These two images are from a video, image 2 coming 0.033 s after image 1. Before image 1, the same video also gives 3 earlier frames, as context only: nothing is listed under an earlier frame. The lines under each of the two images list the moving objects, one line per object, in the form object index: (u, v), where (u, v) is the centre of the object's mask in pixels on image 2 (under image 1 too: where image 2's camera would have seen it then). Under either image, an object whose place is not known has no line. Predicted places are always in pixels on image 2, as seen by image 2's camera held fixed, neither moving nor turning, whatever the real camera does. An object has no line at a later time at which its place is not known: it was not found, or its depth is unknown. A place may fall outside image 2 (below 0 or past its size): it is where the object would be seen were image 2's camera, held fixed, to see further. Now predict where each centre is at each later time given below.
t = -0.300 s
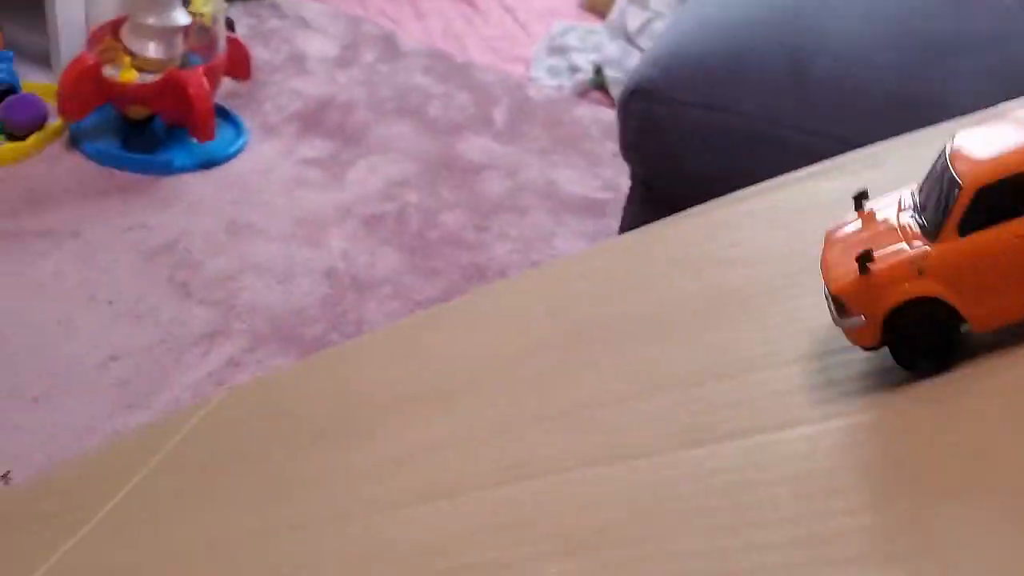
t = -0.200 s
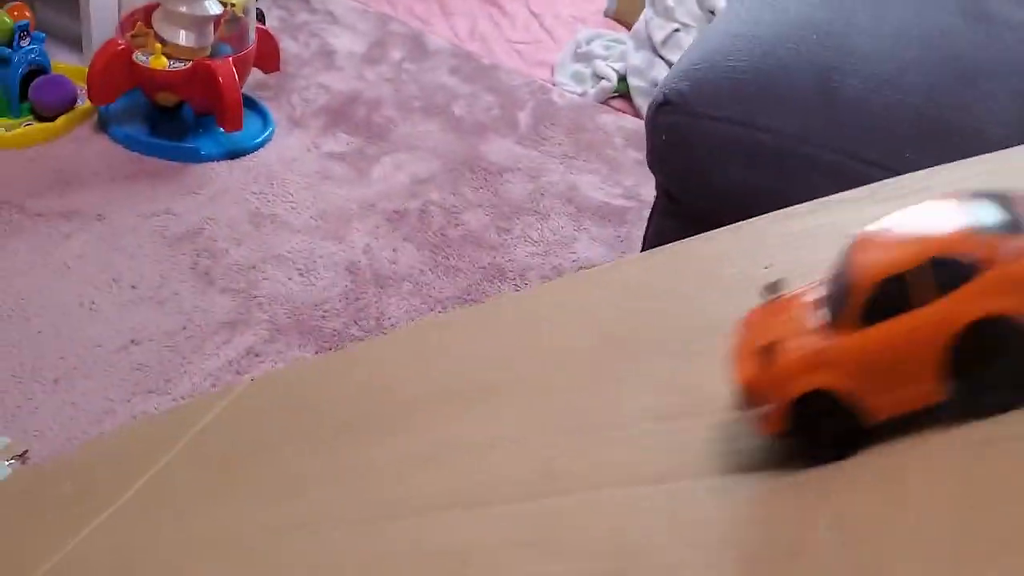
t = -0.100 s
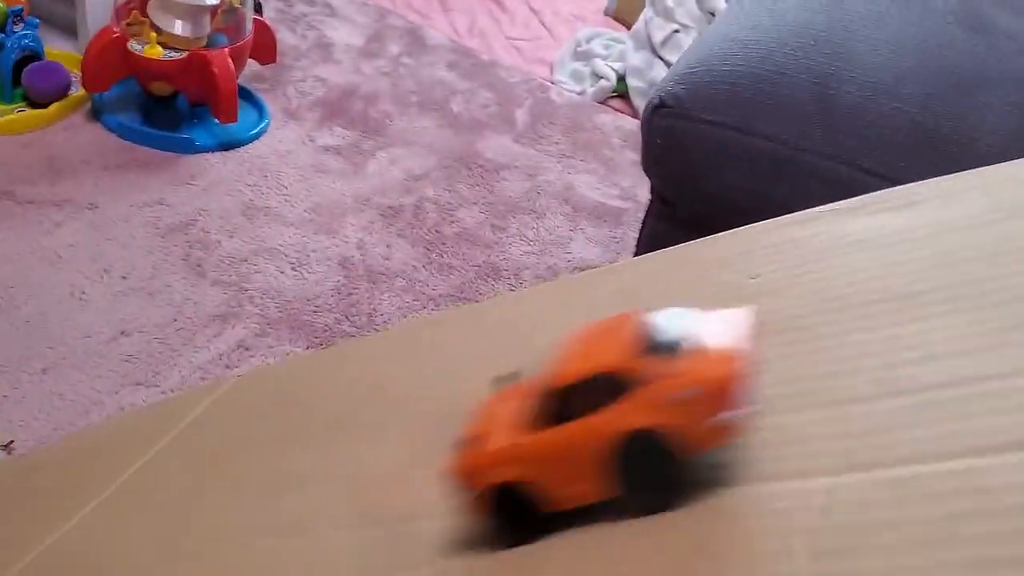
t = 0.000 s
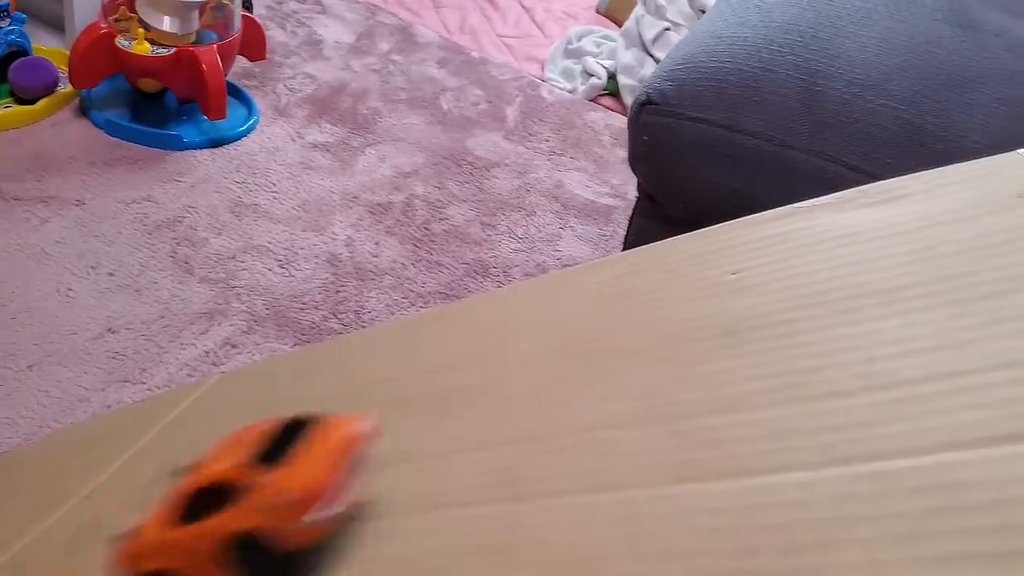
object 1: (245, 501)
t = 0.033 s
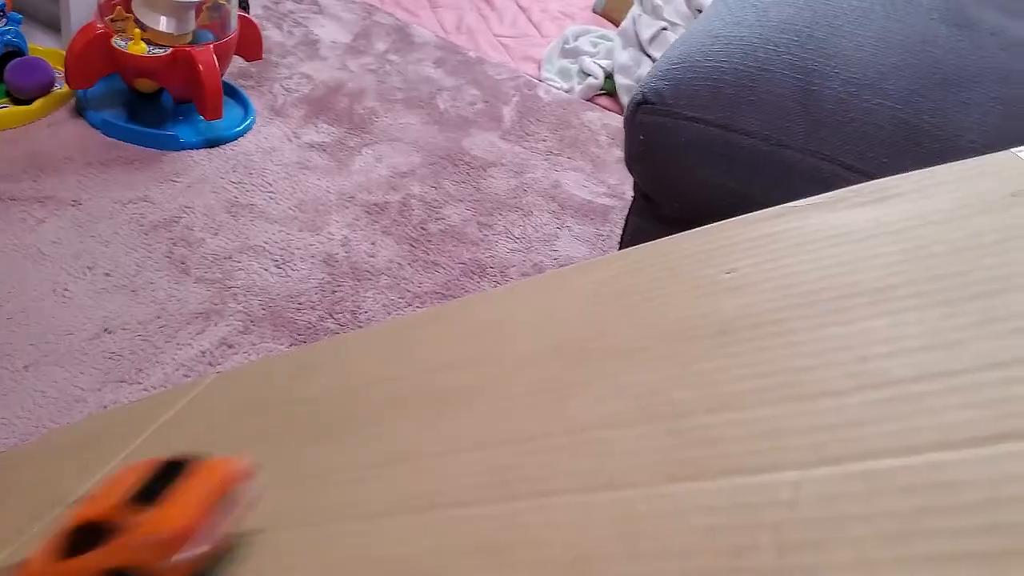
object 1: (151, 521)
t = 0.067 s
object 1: (73, 533)
